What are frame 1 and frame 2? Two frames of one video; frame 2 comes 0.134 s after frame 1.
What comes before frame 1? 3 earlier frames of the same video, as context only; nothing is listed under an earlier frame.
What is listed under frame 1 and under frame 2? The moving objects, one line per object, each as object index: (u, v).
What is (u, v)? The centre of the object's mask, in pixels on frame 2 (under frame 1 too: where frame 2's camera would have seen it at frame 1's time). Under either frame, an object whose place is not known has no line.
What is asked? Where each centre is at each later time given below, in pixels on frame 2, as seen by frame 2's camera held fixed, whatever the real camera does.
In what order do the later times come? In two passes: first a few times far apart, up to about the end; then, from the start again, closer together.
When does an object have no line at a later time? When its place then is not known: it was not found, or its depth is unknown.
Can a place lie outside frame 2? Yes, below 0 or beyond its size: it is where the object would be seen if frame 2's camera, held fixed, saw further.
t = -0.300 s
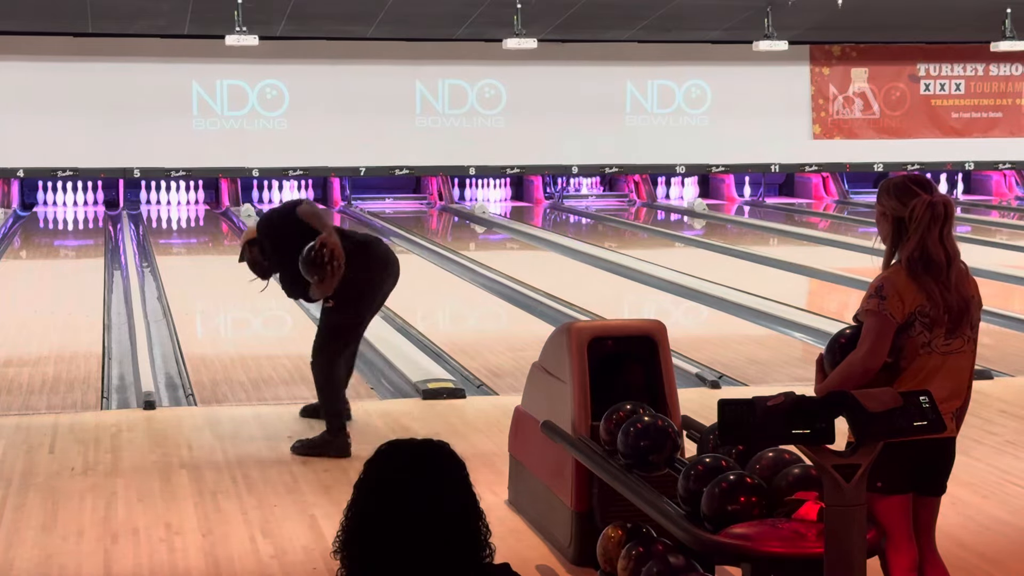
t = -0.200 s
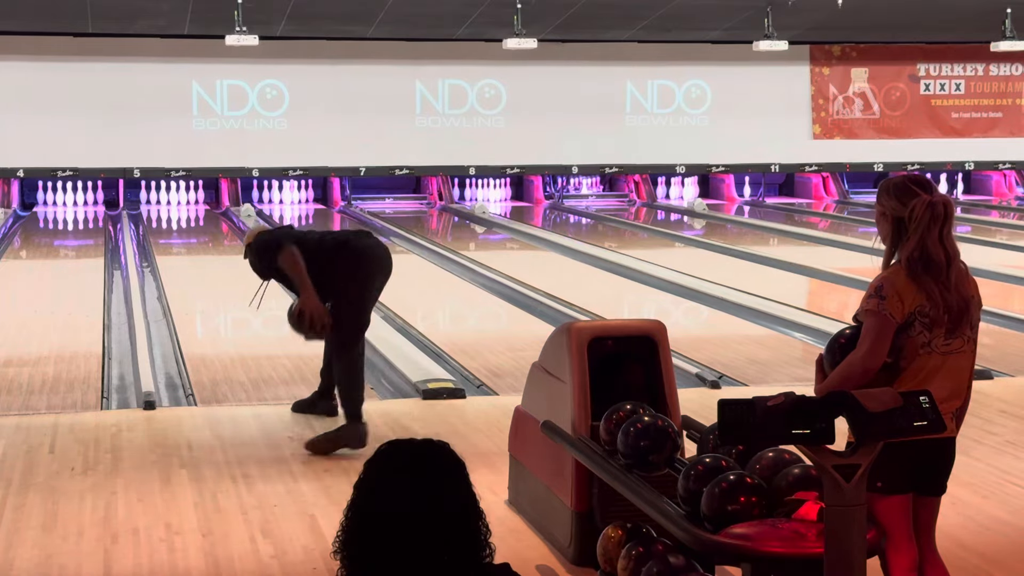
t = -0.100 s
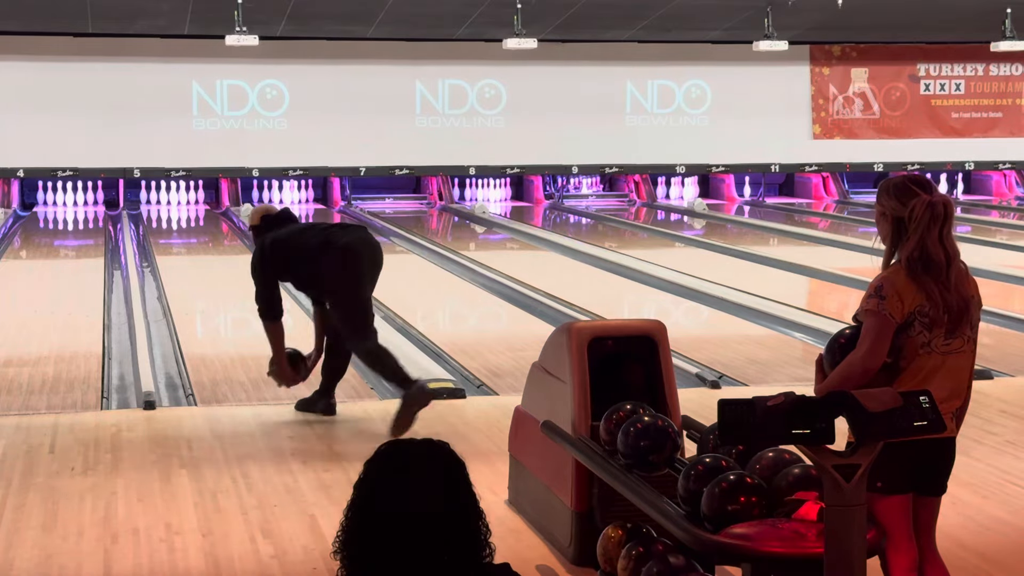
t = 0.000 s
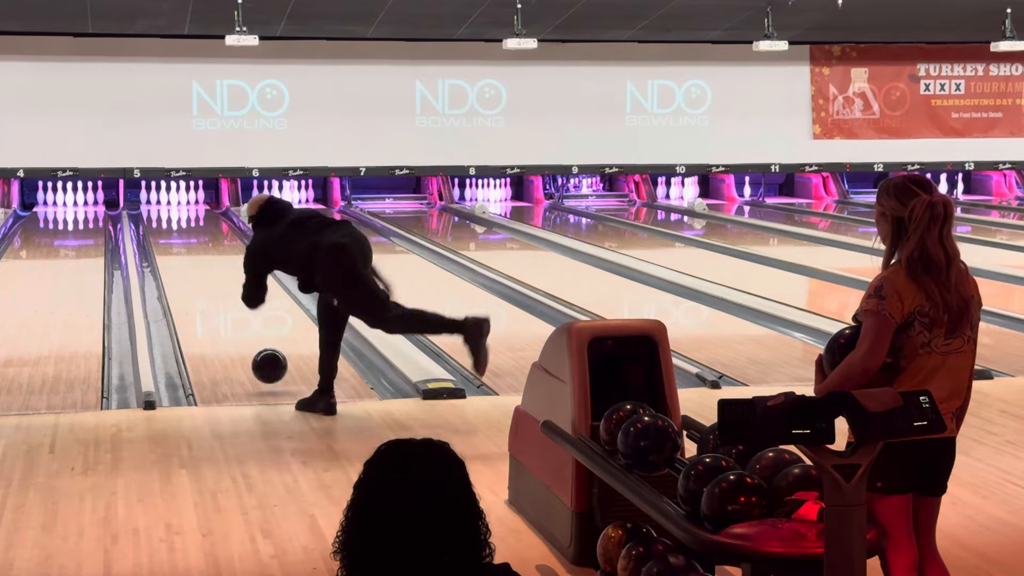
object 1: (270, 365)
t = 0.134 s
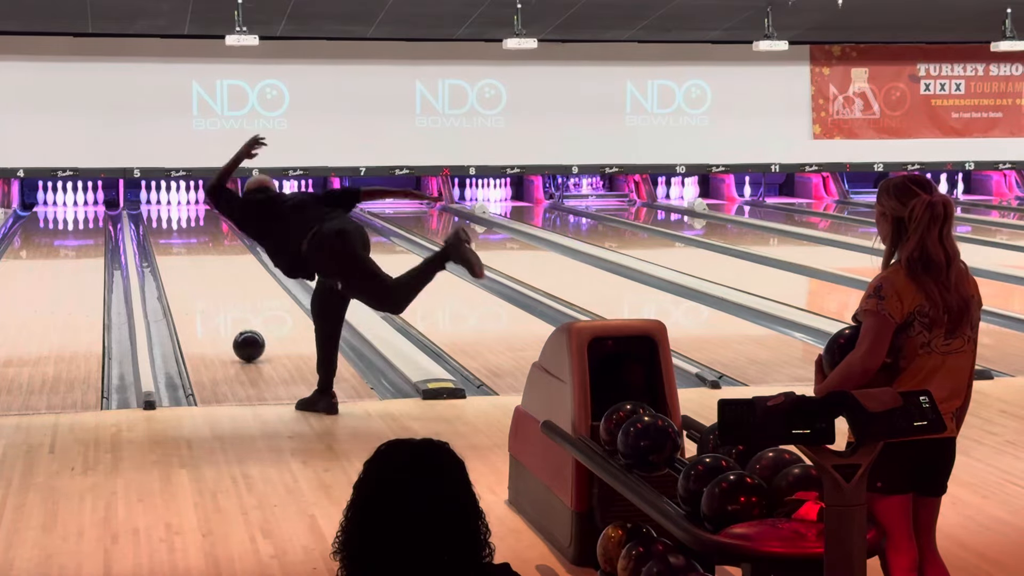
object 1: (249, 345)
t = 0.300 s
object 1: (228, 317)
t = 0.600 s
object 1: (203, 280)
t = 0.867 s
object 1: (187, 256)
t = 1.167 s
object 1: (175, 235)
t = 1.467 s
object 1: (167, 219)
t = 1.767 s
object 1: (167, 205)
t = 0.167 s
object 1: (244, 339)
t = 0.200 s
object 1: (240, 333)
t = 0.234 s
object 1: (236, 327)
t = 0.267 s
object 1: (232, 322)
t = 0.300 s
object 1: (228, 317)
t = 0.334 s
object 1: (225, 311)
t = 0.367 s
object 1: (222, 307)
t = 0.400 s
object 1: (218, 302)
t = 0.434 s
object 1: (216, 298)
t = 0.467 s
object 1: (213, 294)
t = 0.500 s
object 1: (210, 290)
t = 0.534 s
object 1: (207, 287)
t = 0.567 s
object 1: (205, 283)
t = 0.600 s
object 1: (203, 280)
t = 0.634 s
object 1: (200, 277)
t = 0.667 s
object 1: (200, 275)
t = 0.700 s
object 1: (196, 270)
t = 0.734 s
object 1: (194, 267)
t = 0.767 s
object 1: (192, 264)
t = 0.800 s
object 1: (190, 261)
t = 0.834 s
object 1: (189, 258)
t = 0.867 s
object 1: (187, 256)
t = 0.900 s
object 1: (185, 253)
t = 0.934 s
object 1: (184, 251)
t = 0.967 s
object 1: (182, 248)
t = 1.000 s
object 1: (181, 246)
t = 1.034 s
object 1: (180, 244)
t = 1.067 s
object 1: (178, 241)
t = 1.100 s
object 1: (177, 239)
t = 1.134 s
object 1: (176, 237)
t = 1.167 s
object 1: (175, 235)
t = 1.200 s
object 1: (174, 233)
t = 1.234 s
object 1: (173, 231)
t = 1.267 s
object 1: (172, 229)
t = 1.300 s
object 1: (171, 228)
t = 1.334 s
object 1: (170, 226)
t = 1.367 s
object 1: (170, 224)
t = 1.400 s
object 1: (169, 222)
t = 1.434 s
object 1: (168, 221)
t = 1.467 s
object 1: (167, 219)
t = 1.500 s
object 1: (167, 217)
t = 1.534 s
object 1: (166, 214)
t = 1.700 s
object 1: (166, 206)
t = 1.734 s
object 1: (166, 205)
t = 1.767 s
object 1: (167, 205)
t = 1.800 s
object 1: (167, 205)
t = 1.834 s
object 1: (168, 205)
